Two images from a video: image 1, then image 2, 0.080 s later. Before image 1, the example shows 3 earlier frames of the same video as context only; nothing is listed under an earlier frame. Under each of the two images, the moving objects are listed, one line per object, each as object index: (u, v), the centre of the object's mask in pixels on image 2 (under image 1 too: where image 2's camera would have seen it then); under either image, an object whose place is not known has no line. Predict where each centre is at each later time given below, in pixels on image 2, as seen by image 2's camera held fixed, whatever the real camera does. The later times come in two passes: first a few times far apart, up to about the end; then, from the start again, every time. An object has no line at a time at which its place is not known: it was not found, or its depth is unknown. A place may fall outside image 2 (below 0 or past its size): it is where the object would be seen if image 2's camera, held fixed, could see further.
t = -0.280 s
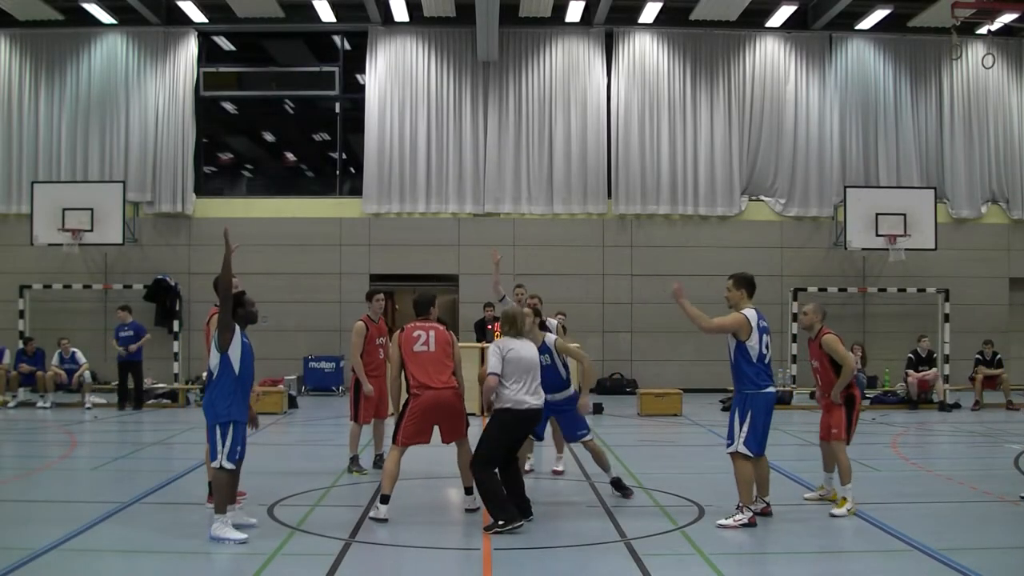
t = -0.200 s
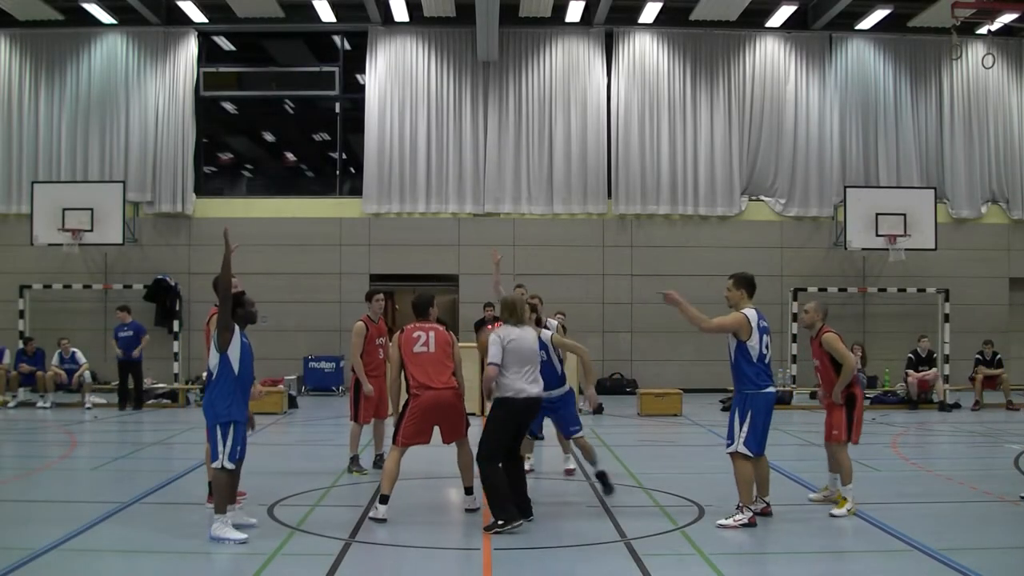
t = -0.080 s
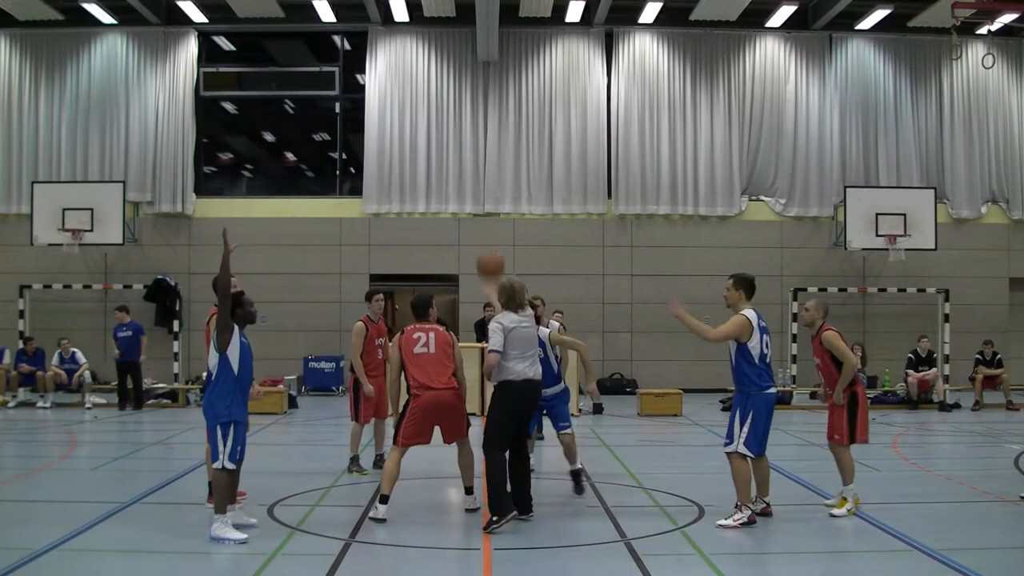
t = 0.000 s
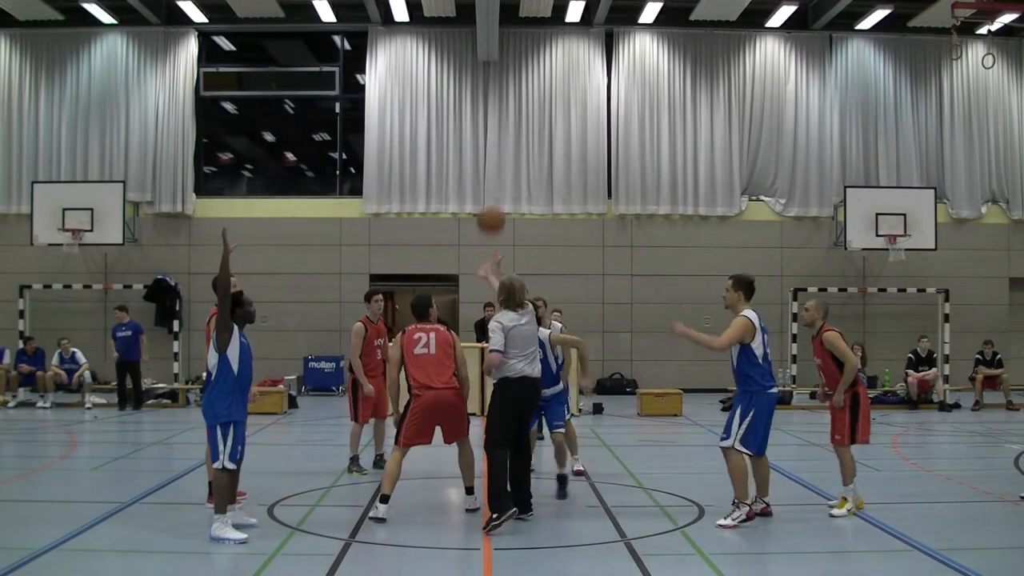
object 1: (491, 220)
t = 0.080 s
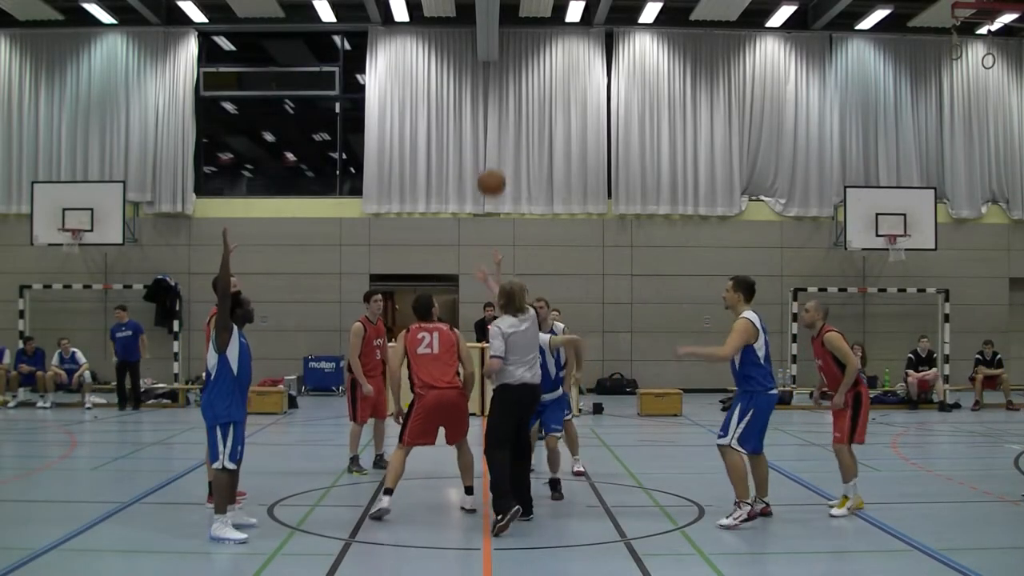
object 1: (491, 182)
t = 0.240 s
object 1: (492, 130)
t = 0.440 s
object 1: (493, 106)
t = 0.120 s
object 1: (491, 166)
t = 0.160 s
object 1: (492, 153)
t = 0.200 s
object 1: (492, 140)
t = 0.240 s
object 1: (492, 130)
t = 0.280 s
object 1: (492, 122)
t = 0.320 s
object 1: (492, 115)
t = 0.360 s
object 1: (492, 110)
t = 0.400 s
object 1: (493, 107)
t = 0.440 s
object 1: (493, 106)
